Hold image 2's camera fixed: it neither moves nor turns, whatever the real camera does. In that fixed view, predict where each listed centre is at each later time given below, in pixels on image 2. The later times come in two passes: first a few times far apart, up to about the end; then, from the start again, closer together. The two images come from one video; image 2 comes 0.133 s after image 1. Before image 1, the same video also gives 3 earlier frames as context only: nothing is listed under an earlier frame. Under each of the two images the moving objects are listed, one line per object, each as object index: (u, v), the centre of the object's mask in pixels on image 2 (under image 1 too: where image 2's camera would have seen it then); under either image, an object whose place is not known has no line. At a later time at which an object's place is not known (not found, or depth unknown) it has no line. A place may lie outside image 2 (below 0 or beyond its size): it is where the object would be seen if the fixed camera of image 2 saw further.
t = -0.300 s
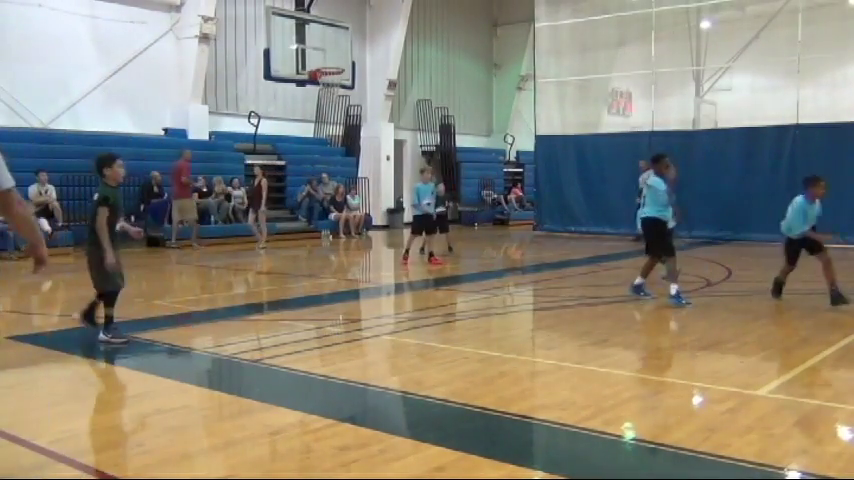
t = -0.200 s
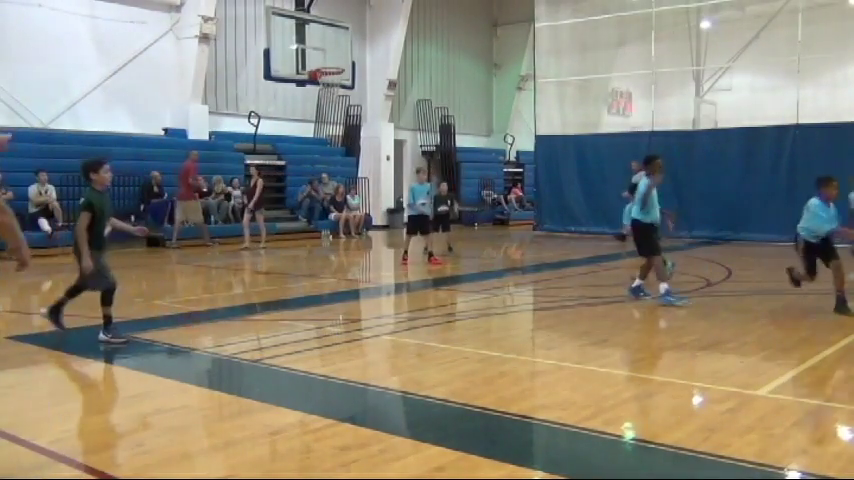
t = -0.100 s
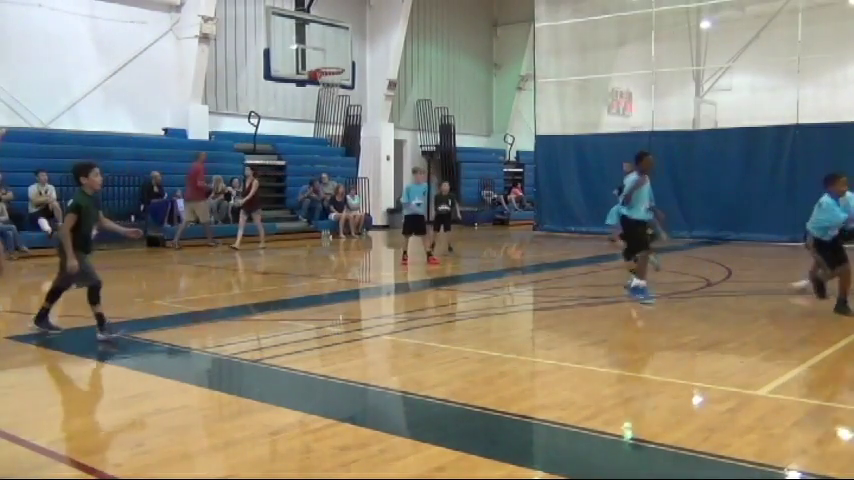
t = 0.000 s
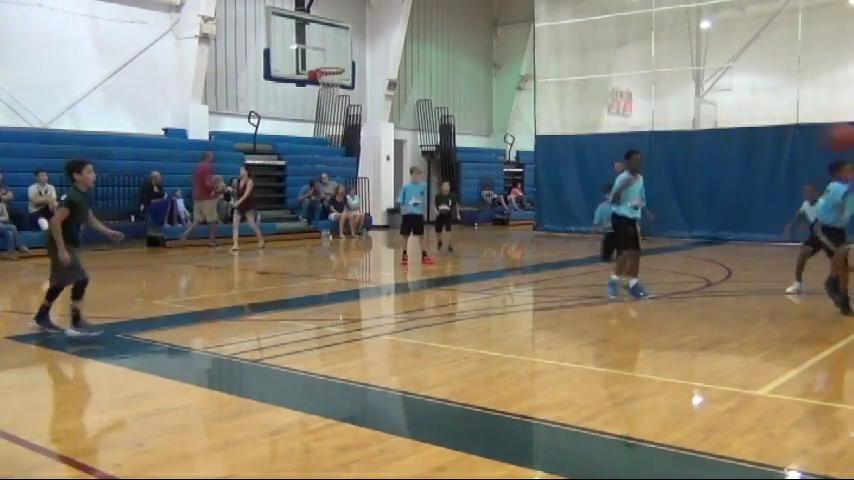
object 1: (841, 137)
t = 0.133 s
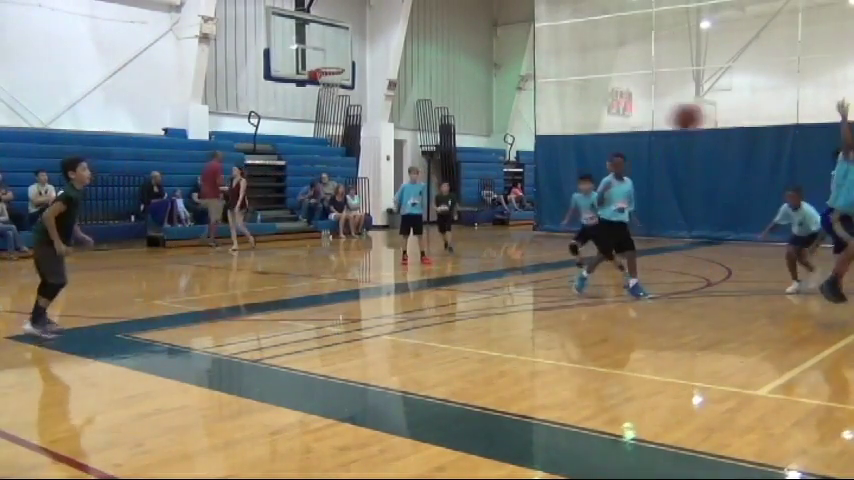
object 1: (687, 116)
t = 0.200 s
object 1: (609, 114)
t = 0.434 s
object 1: (349, 146)
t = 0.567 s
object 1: (208, 196)
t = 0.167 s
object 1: (648, 115)
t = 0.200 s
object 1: (609, 114)
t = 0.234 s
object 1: (572, 115)
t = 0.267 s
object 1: (533, 117)
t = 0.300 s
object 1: (496, 121)
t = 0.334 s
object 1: (461, 125)
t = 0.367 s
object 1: (422, 132)
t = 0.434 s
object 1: (349, 146)
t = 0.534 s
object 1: (243, 178)
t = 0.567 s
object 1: (208, 196)
